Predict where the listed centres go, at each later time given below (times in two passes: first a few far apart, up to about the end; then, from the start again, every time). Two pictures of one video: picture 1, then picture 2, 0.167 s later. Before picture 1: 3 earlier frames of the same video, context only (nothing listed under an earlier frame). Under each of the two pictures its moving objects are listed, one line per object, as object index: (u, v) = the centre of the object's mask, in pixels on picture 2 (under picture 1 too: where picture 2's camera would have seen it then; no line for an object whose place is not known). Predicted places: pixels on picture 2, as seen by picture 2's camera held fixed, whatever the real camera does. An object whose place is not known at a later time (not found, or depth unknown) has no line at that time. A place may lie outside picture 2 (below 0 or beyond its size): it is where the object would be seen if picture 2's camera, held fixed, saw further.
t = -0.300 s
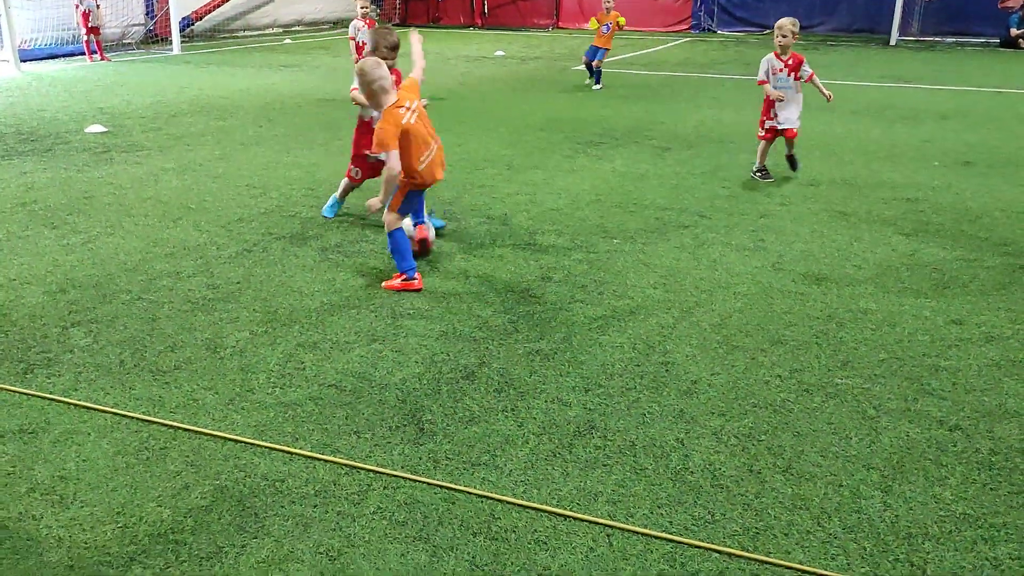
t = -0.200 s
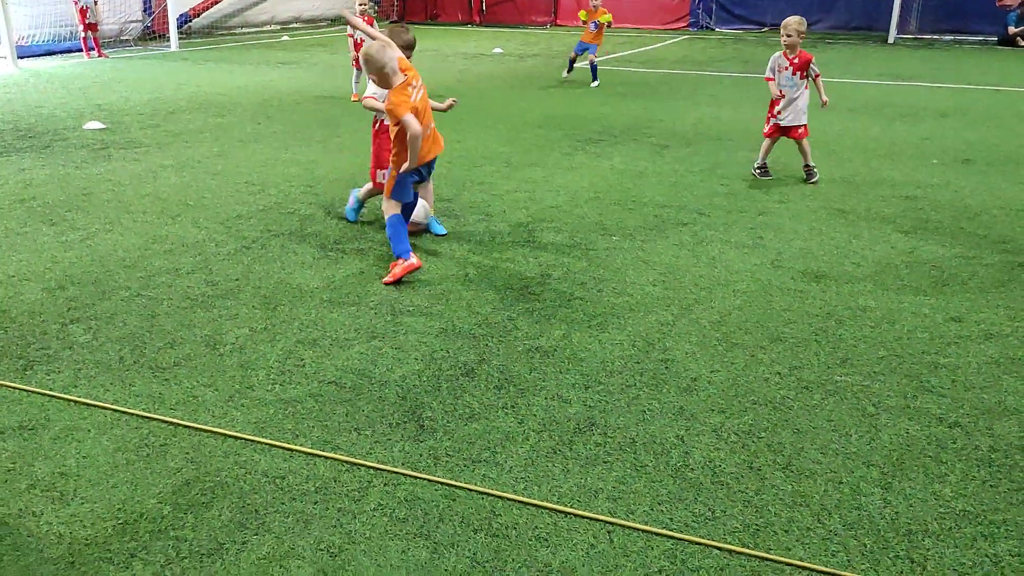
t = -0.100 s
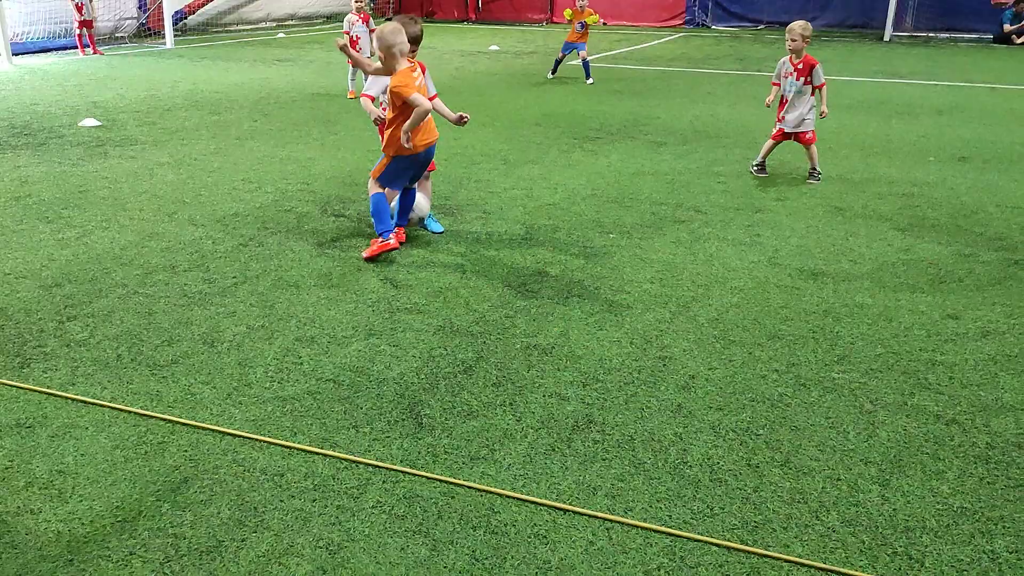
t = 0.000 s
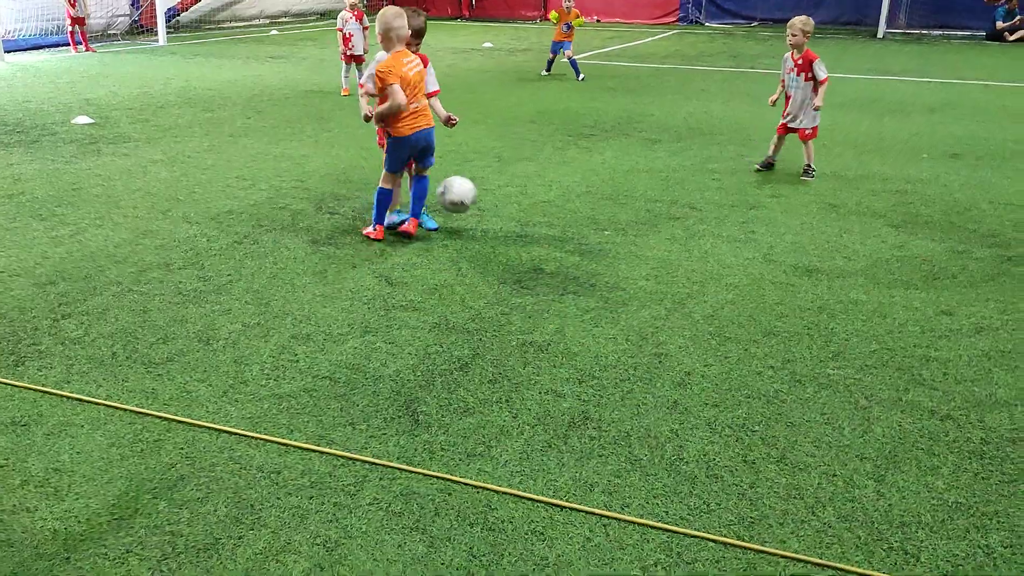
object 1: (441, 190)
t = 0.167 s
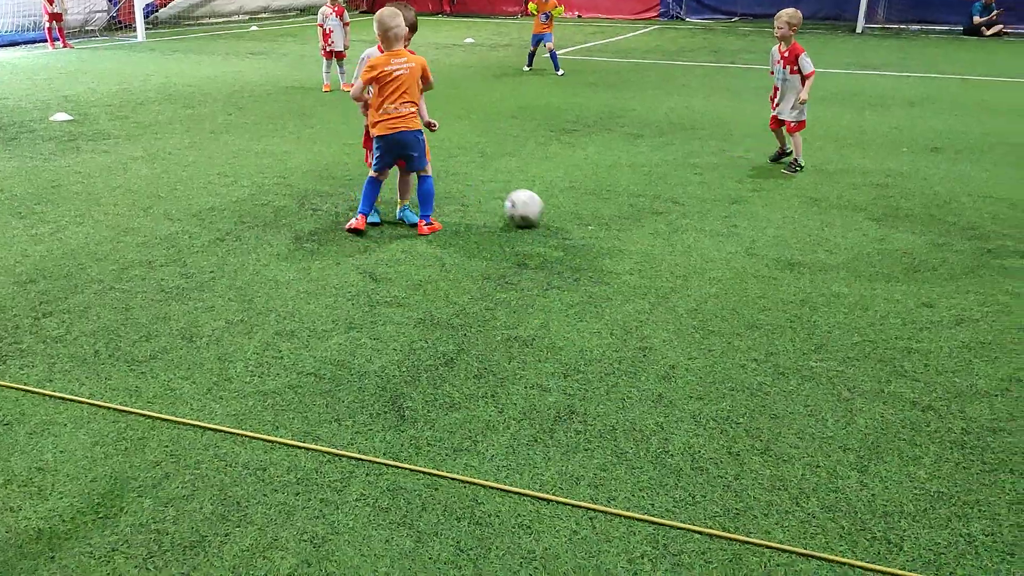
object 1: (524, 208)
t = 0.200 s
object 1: (538, 207)
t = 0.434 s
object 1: (635, 218)
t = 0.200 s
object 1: (538, 207)
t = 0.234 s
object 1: (552, 204)
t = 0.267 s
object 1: (565, 202)
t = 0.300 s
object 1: (579, 203)
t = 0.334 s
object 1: (592, 205)
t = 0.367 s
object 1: (607, 210)
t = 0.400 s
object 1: (620, 217)
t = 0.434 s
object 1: (635, 218)
